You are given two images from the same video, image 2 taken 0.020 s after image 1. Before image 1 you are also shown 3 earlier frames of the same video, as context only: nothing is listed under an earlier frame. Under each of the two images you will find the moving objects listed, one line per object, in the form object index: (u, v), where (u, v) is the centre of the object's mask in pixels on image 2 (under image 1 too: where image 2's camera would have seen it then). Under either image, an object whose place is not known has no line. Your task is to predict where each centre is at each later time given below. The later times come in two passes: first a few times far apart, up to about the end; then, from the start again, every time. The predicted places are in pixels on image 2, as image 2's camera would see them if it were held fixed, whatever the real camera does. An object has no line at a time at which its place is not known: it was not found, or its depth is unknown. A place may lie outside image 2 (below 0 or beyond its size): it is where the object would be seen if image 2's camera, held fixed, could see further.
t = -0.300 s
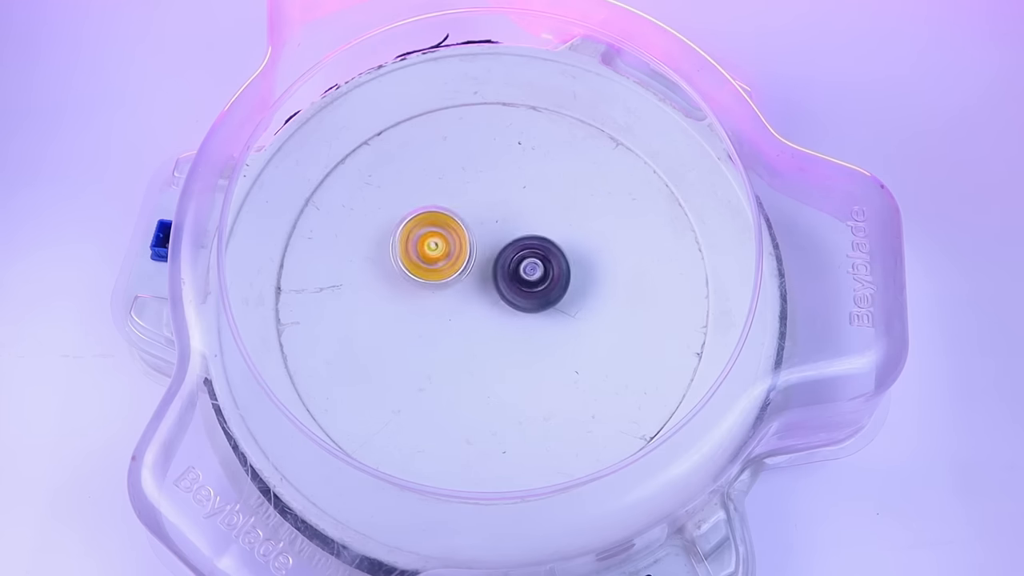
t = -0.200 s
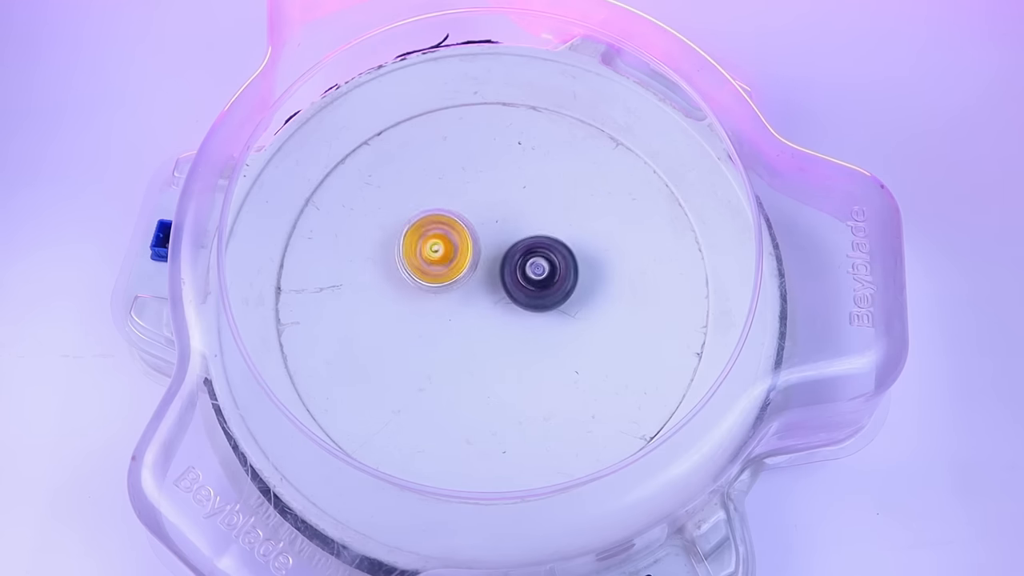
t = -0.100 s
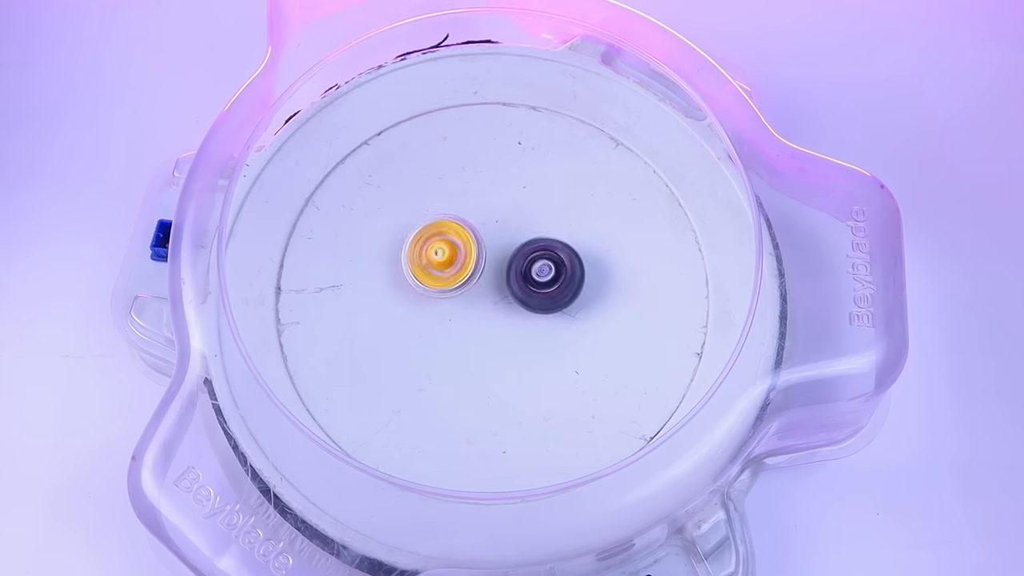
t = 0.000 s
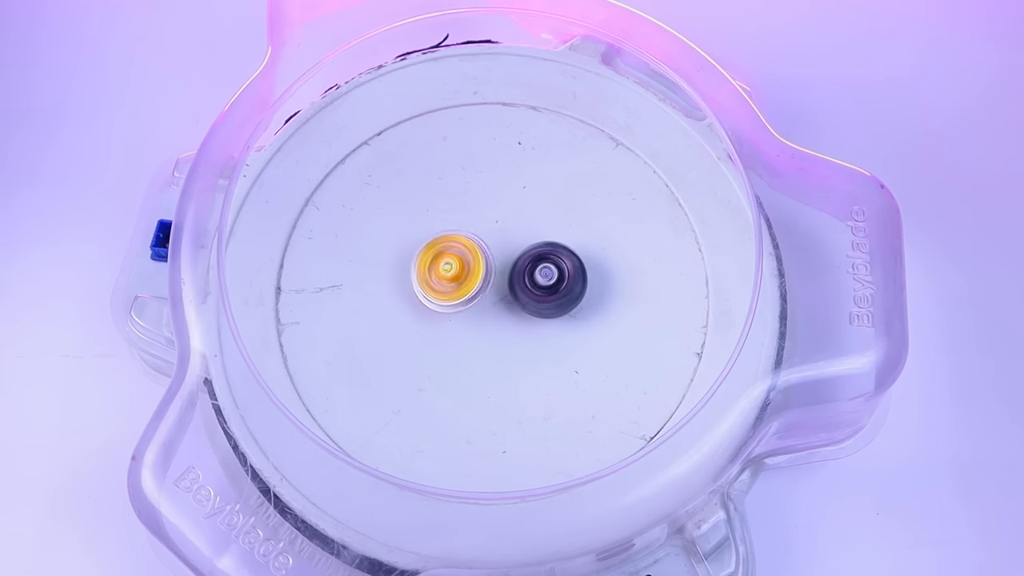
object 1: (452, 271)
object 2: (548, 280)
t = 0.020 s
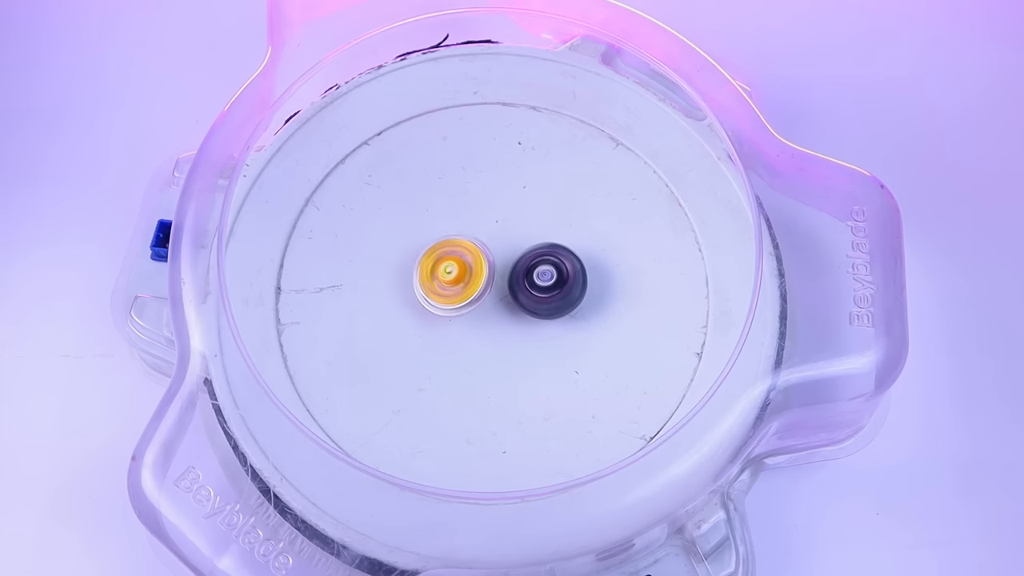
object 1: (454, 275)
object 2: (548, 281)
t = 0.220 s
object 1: (461, 317)
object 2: (539, 293)
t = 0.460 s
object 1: (447, 333)
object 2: (520, 297)
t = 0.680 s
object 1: (415, 326)
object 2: (518, 283)
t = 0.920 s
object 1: (445, 318)
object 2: (520, 268)
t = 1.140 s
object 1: (467, 321)
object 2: (569, 257)
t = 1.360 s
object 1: (465, 323)
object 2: (564, 266)
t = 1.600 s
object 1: (464, 327)
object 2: (538, 264)
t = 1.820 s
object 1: (466, 332)
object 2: (510, 248)
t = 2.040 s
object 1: (471, 332)
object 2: (505, 233)
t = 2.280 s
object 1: (473, 333)
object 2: (514, 229)
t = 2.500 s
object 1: (477, 336)
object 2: (512, 241)
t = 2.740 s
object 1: (483, 334)
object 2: (490, 249)
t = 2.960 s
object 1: (484, 332)
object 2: (475, 246)
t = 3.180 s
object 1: (489, 335)
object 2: (480, 242)
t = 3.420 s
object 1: (493, 333)
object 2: (489, 255)
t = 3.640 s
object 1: (481, 367)
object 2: (492, 245)
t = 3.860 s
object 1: (449, 375)
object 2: (500, 226)
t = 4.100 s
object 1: (438, 295)
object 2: (497, 233)
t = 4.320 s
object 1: (440, 255)
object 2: (560, 276)
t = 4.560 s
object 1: (502, 254)
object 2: (571, 354)
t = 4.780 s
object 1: (529, 299)
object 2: (521, 368)
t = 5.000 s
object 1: (516, 296)
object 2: (443, 322)
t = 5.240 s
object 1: (522, 267)
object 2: (397, 295)
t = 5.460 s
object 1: (544, 260)
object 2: (392, 292)
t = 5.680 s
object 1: (504, 267)
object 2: (404, 304)
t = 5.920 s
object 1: (488, 247)
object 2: (404, 320)
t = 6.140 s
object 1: (508, 260)
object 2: (406, 307)
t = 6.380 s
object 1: (489, 289)
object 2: (404, 300)
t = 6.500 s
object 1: (478, 289)
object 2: (405, 304)
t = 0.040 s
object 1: (456, 279)
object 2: (547, 282)
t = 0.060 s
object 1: (458, 284)
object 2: (547, 284)
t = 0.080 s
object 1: (459, 288)
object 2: (546, 285)
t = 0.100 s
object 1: (461, 292)
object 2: (546, 286)
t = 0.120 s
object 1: (462, 296)
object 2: (545, 287)
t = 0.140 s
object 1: (463, 299)
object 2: (544, 288)
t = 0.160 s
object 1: (462, 304)
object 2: (543, 289)
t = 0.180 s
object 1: (462, 308)
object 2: (542, 290)
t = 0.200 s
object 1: (461, 313)
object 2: (541, 291)
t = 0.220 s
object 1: (461, 317)
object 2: (539, 293)
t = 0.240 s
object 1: (460, 320)
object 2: (538, 293)
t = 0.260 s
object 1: (460, 323)
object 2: (536, 294)
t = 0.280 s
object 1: (459, 325)
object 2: (534, 295)
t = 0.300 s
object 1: (457, 327)
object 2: (533, 295)
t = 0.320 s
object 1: (455, 329)
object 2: (532, 296)
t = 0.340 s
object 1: (453, 331)
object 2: (529, 297)
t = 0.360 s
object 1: (452, 333)
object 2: (528, 297)
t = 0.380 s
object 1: (451, 333)
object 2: (526, 297)
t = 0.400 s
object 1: (450, 333)
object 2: (525, 297)
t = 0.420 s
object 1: (450, 332)
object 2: (523, 297)
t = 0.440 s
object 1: (448, 332)
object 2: (521, 297)
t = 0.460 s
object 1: (447, 333)
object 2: (520, 297)
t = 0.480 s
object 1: (444, 332)
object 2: (519, 296)
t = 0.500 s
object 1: (440, 334)
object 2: (521, 294)
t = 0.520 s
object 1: (437, 334)
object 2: (521, 294)
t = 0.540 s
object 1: (433, 332)
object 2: (520, 293)
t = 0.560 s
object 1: (429, 333)
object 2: (519, 291)
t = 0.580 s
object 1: (424, 333)
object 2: (519, 290)
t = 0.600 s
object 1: (422, 332)
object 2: (519, 289)
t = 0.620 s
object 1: (421, 331)
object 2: (518, 288)
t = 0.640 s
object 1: (419, 328)
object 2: (518, 286)
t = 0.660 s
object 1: (416, 327)
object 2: (518, 285)
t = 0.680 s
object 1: (415, 326)
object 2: (518, 283)
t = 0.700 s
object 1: (415, 324)
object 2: (518, 282)
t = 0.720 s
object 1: (417, 323)
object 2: (517, 281)
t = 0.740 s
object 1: (417, 321)
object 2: (517, 279)
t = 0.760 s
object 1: (418, 320)
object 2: (517, 277)
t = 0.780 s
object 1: (419, 320)
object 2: (518, 277)
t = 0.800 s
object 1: (422, 320)
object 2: (518, 276)
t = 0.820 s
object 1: (426, 321)
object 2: (518, 274)
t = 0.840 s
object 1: (428, 320)
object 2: (518, 273)
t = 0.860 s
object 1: (431, 320)
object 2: (519, 271)
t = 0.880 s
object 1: (436, 321)
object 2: (520, 270)
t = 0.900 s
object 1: (442, 320)
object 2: (520, 270)
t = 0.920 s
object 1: (445, 318)
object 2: (520, 268)
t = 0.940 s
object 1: (450, 319)
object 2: (521, 267)
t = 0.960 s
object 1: (457, 317)
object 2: (522, 266)
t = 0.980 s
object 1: (464, 315)
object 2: (523, 265)
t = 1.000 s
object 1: (471, 313)
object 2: (525, 263)
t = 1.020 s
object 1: (479, 311)
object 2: (527, 260)
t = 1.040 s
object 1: (482, 310)
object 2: (530, 259)
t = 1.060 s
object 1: (479, 311)
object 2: (539, 261)
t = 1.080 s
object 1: (477, 311)
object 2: (549, 260)
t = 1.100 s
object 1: (471, 317)
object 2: (558, 259)
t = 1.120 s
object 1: (470, 321)
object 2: (564, 257)
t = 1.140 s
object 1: (467, 321)
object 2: (569, 257)
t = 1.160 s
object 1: (463, 324)
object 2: (571, 258)
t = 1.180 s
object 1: (462, 324)
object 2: (572, 260)
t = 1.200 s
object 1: (458, 323)
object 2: (571, 261)
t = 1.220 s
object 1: (455, 323)
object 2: (571, 262)
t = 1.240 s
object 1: (457, 322)
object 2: (570, 262)
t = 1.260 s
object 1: (458, 320)
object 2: (570, 262)
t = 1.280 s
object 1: (458, 320)
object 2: (570, 263)
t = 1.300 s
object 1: (462, 320)
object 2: (569, 265)
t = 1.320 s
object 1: (463, 320)
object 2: (567, 266)
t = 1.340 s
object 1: (463, 322)
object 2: (565, 266)
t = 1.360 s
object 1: (465, 323)
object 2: (564, 266)
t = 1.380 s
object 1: (463, 323)
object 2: (563, 266)
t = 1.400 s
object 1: (462, 326)
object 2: (562, 267)
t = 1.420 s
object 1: (463, 325)
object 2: (560, 267)
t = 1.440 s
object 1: (460, 324)
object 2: (557, 268)
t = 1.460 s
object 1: (460, 325)
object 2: (555, 267)
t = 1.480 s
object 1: (461, 323)
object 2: (553, 266)
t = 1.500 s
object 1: (460, 323)
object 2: (552, 267)
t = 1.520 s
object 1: (462, 325)
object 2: (549, 267)
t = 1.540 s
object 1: (463, 324)
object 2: (546, 266)
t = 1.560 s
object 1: (463, 326)
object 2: (544, 266)
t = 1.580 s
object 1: (464, 327)
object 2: (541, 265)
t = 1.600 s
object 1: (464, 327)
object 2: (538, 264)
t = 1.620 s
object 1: (463, 327)
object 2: (535, 262)
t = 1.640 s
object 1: (463, 328)
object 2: (532, 261)
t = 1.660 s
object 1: (464, 328)
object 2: (528, 260)
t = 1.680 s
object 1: (464, 328)
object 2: (526, 259)
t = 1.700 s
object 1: (465, 329)
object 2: (523, 257)
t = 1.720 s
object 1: (464, 328)
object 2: (521, 256)
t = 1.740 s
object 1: (464, 329)
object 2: (518, 254)
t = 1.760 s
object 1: (466, 331)
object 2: (516, 252)
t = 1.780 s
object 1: (465, 330)
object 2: (514, 251)
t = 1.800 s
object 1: (465, 331)
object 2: (512, 249)
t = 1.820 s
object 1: (466, 332)
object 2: (510, 248)
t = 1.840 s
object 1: (464, 330)
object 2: (509, 246)
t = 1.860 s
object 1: (465, 331)
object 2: (509, 244)
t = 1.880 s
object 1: (467, 330)
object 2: (508, 243)
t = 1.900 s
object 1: (466, 330)
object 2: (506, 241)
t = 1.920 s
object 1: (467, 331)
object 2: (506, 239)
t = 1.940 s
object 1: (470, 329)
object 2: (506, 238)
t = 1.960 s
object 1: (468, 331)
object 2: (506, 236)
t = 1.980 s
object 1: (469, 331)
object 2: (506, 235)
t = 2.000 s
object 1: (471, 331)
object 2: (506, 235)
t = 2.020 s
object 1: (469, 331)
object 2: (505, 234)
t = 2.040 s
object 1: (471, 332)
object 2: (505, 233)
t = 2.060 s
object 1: (471, 332)
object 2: (506, 231)
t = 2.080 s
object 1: (470, 333)
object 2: (507, 230)
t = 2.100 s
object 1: (472, 333)
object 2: (507, 229)
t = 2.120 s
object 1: (471, 333)
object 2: (508, 229)
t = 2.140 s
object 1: (471, 334)
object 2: (509, 228)
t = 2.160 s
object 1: (472, 333)
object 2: (509, 228)
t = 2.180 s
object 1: (470, 332)
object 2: (510, 227)
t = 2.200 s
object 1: (471, 334)
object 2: (511, 227)
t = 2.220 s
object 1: (472, 333)
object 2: (512, 227)
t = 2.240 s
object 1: (472, 332)
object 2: (513, 228)
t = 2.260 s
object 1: (473, 334)
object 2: (514, 229)
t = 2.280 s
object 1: (473, 333)
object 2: (514, 229)
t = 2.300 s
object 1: (474, 333)
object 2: (515, 230)
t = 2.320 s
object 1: (475, 335)
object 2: (515, 230)
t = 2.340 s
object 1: (475, 334)
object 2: (515, 231)
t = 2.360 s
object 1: (475, 334)
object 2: (516, 232)
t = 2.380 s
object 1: (476, 335)
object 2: (516, 234)
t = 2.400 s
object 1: (476, 336)
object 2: (515, 235)
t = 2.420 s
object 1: (475, 335)
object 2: (515, 236)
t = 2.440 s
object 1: (476, 336)
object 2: (514, 237)
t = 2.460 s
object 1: (476, 336)
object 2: (514, 238)
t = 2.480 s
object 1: (475, 335)
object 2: (513, 239)
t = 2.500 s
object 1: (477, 336)
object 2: (512, 241)
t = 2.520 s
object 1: (476, 336)
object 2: (511, 242)
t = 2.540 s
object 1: (476, 336)
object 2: (509, 243)
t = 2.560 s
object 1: (477, 335)
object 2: (507, 244)
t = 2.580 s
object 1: (476, 336)
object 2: (506, 244)
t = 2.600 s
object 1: (478, 336)
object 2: (505, 246)
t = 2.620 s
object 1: (478, 334)
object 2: (502, 247)
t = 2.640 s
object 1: (477, 335)
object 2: (500, 248)
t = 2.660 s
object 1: (480, 335)
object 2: (498, 248)
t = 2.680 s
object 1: (480, 334)
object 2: (496, 249)
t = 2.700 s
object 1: (479, 335)
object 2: (493, 250)
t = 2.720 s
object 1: (483, 334)
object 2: (491, 249)
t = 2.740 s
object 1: (483, 334)
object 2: (490, 249)
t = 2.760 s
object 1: (482, 335)
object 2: (488, 249)
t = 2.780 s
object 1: (484, 335)
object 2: (486, 250)
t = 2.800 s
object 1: (483, 335)
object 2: (484, 250)
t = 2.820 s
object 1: (483, 337)
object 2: (483, 249)
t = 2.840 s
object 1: (483, 335)
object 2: (481, 249)
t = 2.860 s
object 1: (482, 335)
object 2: (480, 248)
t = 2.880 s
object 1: (483, 336)
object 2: (479, 248)
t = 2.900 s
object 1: (483, 334)
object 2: (479, 248)
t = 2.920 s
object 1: (484, 334)
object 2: (478, 248)
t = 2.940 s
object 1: (485, 334)
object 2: (476, 247)
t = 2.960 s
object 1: (484, 332)
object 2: (475, 246)
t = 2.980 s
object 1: (486, 334)
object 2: (475, 245)
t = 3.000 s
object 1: (487, 334)
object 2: (475, 244)
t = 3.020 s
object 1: (486, 334)
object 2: (475, 244)
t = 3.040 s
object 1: (488, 335)
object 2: (475, 243)
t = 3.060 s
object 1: (488, 335)
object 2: (475, 243)
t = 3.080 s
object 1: (487, 336)
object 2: (476, 242)
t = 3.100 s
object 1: (489, 336)
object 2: (476, 242)
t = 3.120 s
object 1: (488, 336)
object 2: (477, 241)
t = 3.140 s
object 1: (487, 336)
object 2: (478, 241)
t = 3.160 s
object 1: (489, 335)
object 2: (480, 242)
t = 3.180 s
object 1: (489, 335)
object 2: (480, 242)
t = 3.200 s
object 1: (488, 335)
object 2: (481, 243)
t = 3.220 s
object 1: (490, 335)
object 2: (482, 243)
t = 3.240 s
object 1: (490, 335)
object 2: (483, 244)
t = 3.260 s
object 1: (489, 336)
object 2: (484, 244)
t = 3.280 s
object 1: (490, 334)
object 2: (485, 245)
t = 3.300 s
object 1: (490, 335)
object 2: (486, 246)
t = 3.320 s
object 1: (491, 336)
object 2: (487, 248)
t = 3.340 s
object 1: (491, 333)
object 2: (487, 249)
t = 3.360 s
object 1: (491, 333)
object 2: (487, 250)
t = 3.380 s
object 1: (493, 334)
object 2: (488, 251)
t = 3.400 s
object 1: (493, 333)
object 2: (489, 253)
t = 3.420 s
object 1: (493, 333)
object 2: (489, 255)
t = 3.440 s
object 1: (496, 334)
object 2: (489, 256)
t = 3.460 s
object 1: (495, 333)
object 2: (488, 258)
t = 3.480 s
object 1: (496, 335)
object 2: (488, 260)
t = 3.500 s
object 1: (498, 334)
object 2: (488, 262)
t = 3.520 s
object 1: (494, 335)
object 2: (487, 263)
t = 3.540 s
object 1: (496, 339)
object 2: (487, 264)
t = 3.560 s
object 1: (494, 338)
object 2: (487, 265)
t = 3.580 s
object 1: (489, 338)
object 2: (487, 266)
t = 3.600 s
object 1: (490, 340)
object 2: (487, 266)
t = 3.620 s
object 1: (484, 353)
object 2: (490, 254)
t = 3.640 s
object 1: (481, 367)
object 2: (492, 245)
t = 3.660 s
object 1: (476, 373)
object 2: (495, 238)
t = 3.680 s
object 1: (472, 378)
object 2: (498, 233)
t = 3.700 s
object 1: (469, 380)
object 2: (500, 231)
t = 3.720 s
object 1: (464, 384)
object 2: (501, 229)
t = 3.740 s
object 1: (461, 384)
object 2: (501, 229)
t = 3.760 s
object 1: (458, 385)
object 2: (500, 228)
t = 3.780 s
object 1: (456, 383)
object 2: (499, 227)
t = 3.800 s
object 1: (452, 382)
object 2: (500, 226)
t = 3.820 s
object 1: (450, 380)
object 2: (500, 226)
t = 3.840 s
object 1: (448, 378)
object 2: (500, 226)
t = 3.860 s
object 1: (449, 375)
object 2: (500, 226)
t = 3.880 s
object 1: (445, 370)
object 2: (500, 226)
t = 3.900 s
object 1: (444, 365)
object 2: (499, 226)
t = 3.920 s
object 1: (443, 360)
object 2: (499, 226)
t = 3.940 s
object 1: (442, 355)
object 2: (499, 226)
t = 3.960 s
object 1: (442, 349)
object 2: (499, 226)
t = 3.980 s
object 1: (439, 340)
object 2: (499, 226)
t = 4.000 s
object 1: (437, 334)
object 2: (499, 227)
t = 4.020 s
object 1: (436, 326)
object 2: (499, 227)
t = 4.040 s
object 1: (437, 321)
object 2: (499, 228)
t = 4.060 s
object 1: (436, 313)
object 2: (498, 230)
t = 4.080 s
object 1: (439, 304)
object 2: (498, 231)
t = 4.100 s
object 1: (438, 295)
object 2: (497, 233)
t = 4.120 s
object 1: (441, 287)
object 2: (497, 234)
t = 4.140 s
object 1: (440, 280)
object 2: (498, 235)
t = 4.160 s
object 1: (435, 276)
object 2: (506, 236)
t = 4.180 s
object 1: (426, 273)
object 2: (516, 236)
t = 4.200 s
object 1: (424, 268)
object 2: (526, 239)
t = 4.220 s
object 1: (425, 266)
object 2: (534, 243)
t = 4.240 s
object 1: (425, 261)
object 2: (540, 249)
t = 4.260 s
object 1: (431, 260)
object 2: (546, 255)
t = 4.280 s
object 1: (433, 257)
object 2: (551, 261)
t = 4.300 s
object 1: (437, 254)
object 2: (556, 269)
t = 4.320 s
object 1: (440, 255)
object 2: (560, 276)
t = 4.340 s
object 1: (444, 253)
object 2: (564, 282)
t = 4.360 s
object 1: (449, 249)
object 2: (567, 290)
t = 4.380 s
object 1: (451, 245)
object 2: (570, 298)
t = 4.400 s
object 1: (455, 244)
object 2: (573, 305)
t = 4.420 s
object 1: (459, 246)
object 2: (574, 312)
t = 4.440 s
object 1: (463, 248)
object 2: (575, 319)
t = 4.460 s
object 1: (469, 249)
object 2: (575, 326)
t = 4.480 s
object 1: (475, 249)
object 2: (576, 332)
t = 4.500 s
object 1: (484, 249)
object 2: (577, 339)
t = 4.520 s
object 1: (491, 249)
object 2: (576, 344)
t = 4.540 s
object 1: (496, 250)
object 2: (574, 349)
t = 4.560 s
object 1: (502, 254)
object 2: (571, 354)
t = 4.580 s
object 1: (508, 255)
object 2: (568, 358)
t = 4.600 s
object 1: (514, 258)
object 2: (565, 363)
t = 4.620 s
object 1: (516, 262)
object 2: (563, 367)
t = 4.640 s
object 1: (519, 266)
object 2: (560, 368)
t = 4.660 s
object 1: (522, 271)
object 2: (555, 369)
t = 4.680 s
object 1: (524, 274)
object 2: (550, 369)
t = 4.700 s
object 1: (528, 281)
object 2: (545, 370)
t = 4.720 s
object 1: (529, 287)
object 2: (539, 372)
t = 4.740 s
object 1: (532, 290)
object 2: (533, 372)
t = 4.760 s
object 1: (531, 297)
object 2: (528, 371)
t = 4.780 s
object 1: (529, 299)
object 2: (521, 368)
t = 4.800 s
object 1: (533, 301)
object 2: (515, 364)
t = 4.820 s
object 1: (532, 305)
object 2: (508, 362)
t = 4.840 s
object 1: (531, 304)
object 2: (501, 359)
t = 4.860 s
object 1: (533, 304)
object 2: (495, 354)
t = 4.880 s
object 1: (529, 304)
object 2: (489, 350)
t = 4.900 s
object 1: (529, 302)
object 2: (482, 346)
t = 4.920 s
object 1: (527, 300)
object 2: (476, 340)
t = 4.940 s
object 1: (523, 299)
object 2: (468, 335)
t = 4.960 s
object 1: (521, 297)
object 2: (458, 331)
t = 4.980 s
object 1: (520, 297)
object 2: (450, 327)
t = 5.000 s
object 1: (516, 296)
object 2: (443, 322)
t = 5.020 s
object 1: (517, 294)
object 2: (437, 318)
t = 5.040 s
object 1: (519, 292)
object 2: (431, 314)
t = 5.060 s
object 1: (516, 288)
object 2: (425, 311)
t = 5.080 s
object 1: (515, 283)
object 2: (419, 308)
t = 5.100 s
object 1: (514, 281)
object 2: (415, 306)
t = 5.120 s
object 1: (510, 278)
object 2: (411, 303)
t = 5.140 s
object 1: (509, 274)
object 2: (408, 301)
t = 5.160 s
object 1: (509, 272)
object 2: (405, 299)
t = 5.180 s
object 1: (508, 269)
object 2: (403, 298)
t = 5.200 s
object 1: (512, 267)
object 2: (400, 296)
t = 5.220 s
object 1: (518, 267)
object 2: (399, 295)
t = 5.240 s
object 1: (522, 267)
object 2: (397, 295)
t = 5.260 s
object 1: (526, 265)
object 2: (396, 294)
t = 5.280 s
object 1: (528, 264)
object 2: (395, 294)
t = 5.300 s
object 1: (530, 264)
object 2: (394, 293)
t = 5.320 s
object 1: (532, 265)
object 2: (393, 293)
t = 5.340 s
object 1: (535, 265)
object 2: (393, 292)
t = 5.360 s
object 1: (538, 264)
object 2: (392, 292)
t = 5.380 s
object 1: (541, 262)
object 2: (391, 292)
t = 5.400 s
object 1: (544, 261)
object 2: (391, 292)
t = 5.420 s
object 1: (543, 260)
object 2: (391, 292)
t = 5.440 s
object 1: (544, 258)
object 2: (392, 292)
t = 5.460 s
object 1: (544, 260)
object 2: (392, 292)
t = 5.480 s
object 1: (540, 260)
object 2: (393, 292)
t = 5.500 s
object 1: (537, 258)
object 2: (393, 293)
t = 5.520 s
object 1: (535, 260)
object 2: (394, 293)
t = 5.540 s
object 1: (530, 263)
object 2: (395, 294)
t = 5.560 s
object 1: (526, 264)
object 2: (396, 295)
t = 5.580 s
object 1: (526, 266)
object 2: (397, 296)
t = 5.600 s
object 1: (521, 269)
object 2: (399, 297)
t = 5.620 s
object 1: (517, 269)
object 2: (401, 298)
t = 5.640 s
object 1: (516, 269)
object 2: (403, 300)
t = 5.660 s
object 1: (511, 269)
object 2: (404, 302)
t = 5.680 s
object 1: (504, 267)
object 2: (404, 304)
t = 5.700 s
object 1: (502, 265)
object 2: (405, 306)
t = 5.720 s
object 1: (499, 265)
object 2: (405, 308)
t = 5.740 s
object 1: (493, 264)
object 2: (406, 310)
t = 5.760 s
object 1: (491, 262)
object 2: (406, 312)
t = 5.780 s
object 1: (492, 262)
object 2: (406, 314)
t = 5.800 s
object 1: (491, 261)
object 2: (406, 316)
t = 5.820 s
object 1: (490, 255)
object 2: (406, 318)
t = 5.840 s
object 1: (492, 253)
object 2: (405, 319)
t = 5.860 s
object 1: (491, 253)
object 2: (404, 320)
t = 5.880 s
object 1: (489, 249)
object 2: (404, 321)
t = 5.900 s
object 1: (488, 248)
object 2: (404, 321)
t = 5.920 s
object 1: (488, 247)
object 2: (404, 320)
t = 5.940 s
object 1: (487, 245)
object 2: (405, 319)
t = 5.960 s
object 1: (489, 246)
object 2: (406, 318)
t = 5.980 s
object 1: (492, 249)
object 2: (407, 317)
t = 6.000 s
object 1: (494, 251)
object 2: (407, 315)
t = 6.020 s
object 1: (497, 252)
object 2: (407, 313)
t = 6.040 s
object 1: (499, 254)
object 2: (407, 312)
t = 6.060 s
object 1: (501, 256)
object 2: (407, 311)
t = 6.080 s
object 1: (505, 255)
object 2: (406, 309)
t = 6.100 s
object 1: (508, 256)
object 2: (406, 308)
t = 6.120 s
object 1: (509, 258)
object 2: (406, 308)
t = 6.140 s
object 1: (508, 260)
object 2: (406, 307)
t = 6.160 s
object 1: (508, 263)
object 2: (405, 306)
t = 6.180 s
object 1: (507, 268)
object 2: (405, 305)
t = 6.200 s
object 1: (504, 271)
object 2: (405, 304)
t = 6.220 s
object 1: (504, 274)
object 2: (405, 303)
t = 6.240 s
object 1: (506, 278)
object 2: (405, 302)
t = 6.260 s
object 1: (504, 283)
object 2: (404, 301)
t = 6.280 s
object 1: (502, 285)
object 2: (403, 300)
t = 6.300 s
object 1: (502, 285)
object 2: (403, 299)
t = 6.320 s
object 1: (499, 287)
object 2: (402, 299)
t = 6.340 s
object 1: (492, 288)
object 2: (402, 299)
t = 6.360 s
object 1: (489, 288)
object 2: (403, 299)
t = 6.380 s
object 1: (489, 289)
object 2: (404, 300)
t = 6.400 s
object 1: (484, 290)
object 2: (404, 301)
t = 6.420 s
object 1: (480, 292)
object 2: (405, 302)
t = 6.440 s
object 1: (480, 292)
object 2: (405, 303)
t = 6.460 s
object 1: (480, 292)
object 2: (405, 304)
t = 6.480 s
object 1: (478, 291)
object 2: (405, 304)
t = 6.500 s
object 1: (478, 289)
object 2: (405, 304)
